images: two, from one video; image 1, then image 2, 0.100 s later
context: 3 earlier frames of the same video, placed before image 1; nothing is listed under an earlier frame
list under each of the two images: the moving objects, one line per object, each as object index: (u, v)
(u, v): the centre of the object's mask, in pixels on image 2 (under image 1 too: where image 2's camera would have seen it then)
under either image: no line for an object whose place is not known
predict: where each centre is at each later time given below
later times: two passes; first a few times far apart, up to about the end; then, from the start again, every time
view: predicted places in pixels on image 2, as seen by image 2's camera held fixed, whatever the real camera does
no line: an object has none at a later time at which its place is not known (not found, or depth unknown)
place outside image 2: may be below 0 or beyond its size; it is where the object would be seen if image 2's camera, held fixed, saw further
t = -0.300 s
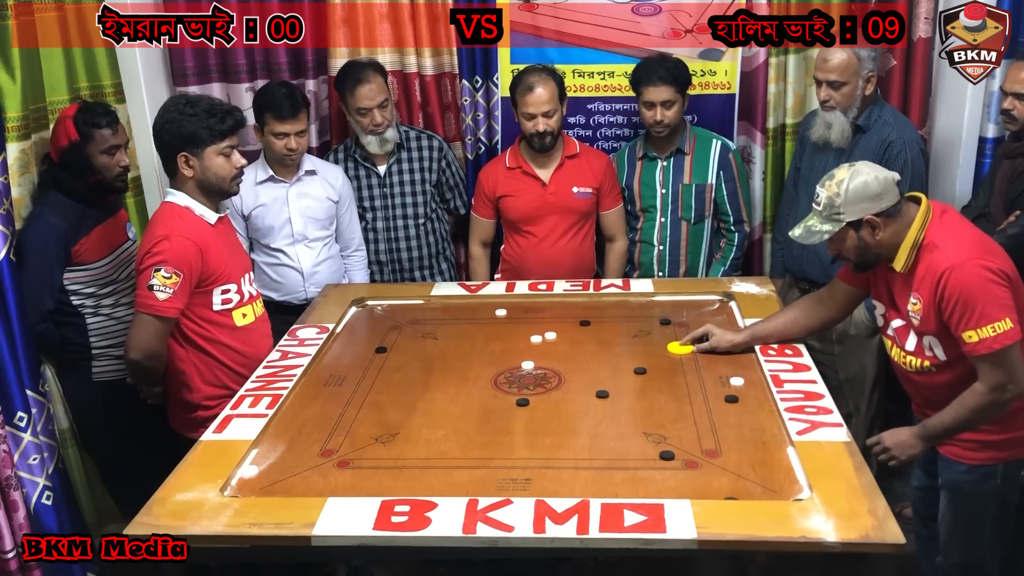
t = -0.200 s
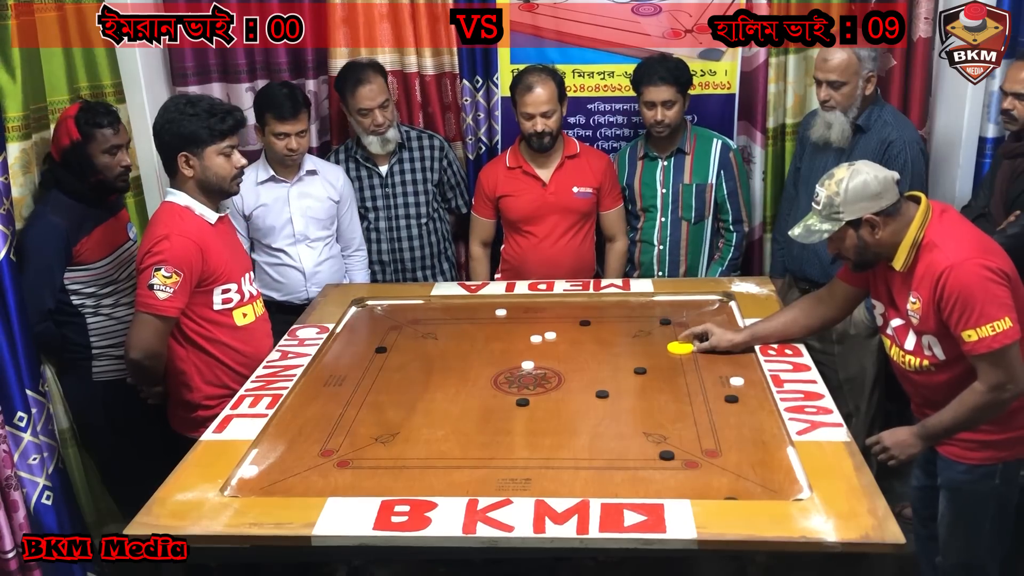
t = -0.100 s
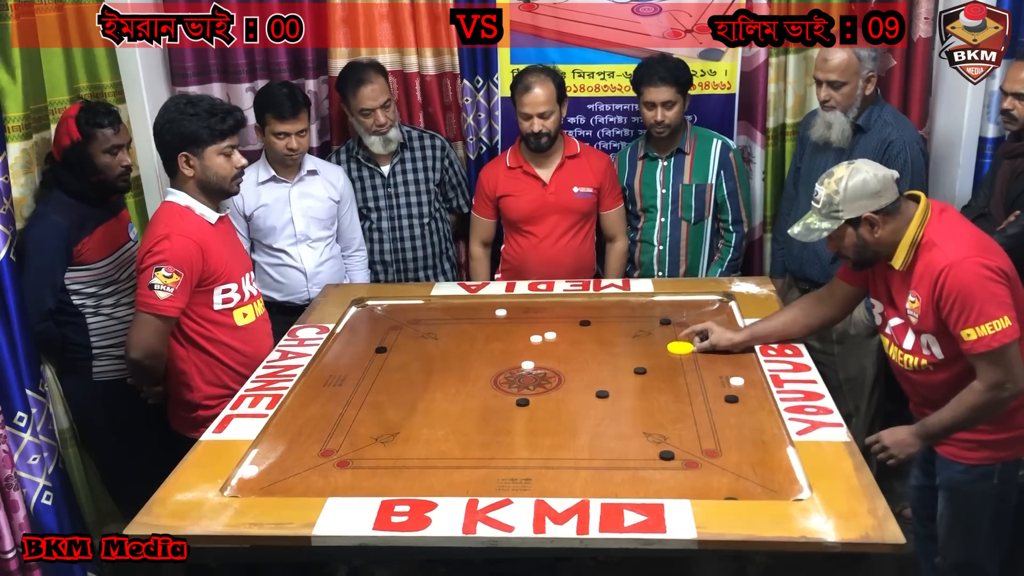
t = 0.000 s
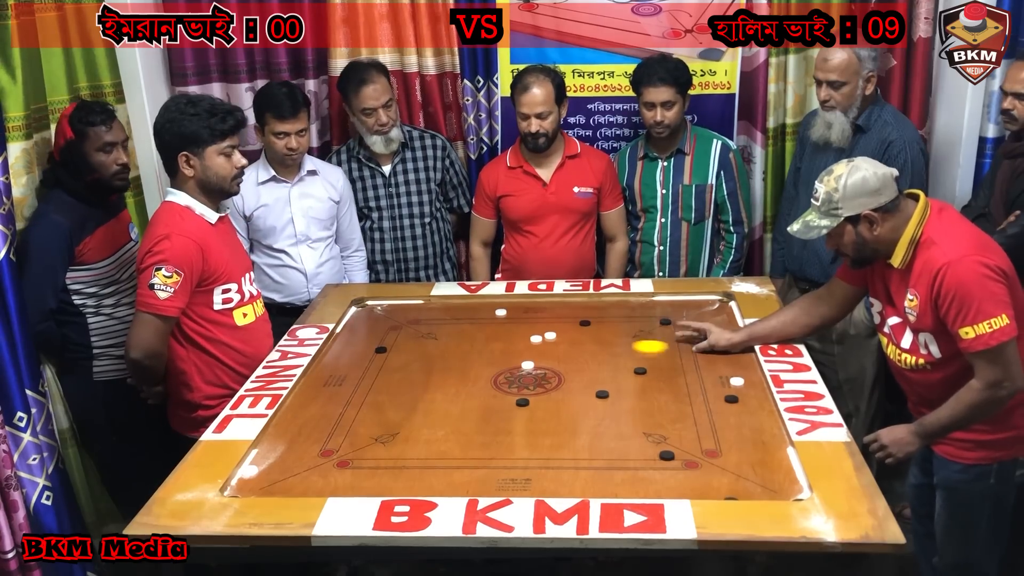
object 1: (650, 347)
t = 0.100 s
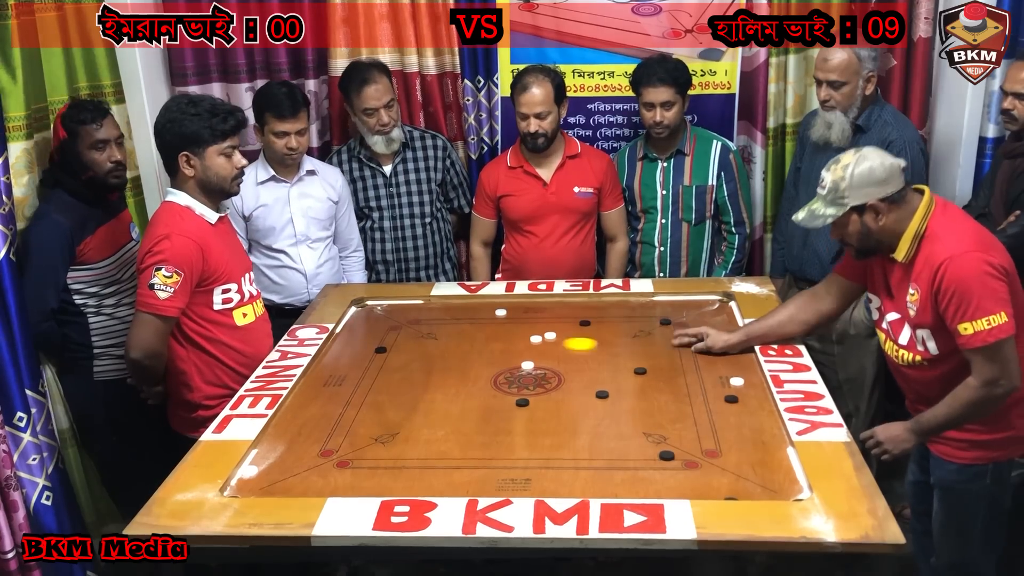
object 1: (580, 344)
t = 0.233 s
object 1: (505, 344)
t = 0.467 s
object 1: (401, 348)
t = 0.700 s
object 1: (344, 348)
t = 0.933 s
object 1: (363, 345)
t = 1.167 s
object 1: (379, 344)
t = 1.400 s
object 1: (380, 344)
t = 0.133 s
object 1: (558, 343)
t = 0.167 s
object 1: (539, 343)
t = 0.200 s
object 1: (522, 344)
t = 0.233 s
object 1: (505, 344)
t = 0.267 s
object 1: (489, 345)
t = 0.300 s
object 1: (473, 345)
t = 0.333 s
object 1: (458, 346)
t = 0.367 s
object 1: (443, 346)
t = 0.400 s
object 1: (428, 347)
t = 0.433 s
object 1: (414, 347)
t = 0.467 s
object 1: (401, 348)
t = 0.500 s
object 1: (391, 348)
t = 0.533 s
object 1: (382, 348)
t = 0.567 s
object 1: (373, 348)
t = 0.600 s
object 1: (365, 348)
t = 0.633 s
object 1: (358, 348)
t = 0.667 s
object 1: (351, 348)
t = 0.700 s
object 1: (344, 348)
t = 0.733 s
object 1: (338, 348)
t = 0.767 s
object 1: (341, 347)
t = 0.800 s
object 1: (346, 347)
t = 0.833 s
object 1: (351, 346)
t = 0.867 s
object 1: (355, 346)
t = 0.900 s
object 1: (359, 345)
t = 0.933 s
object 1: (363, 345)
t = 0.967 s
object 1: (366, 345)
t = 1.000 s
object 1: (369, 344)
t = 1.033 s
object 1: (372, 344)
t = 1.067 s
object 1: (375, 344)
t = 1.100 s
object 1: (376, 344)
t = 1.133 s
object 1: (378, 344)
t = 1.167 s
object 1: (379, 344)
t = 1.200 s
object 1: (380, 344)
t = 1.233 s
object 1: (380, 344)
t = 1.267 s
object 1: (380, 344)
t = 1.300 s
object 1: (380, 344)
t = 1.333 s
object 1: (380, 344)
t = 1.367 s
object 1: (380, 344)
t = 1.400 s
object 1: (380, 344)
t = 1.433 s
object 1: (380, 344)
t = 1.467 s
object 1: (380, 344)
